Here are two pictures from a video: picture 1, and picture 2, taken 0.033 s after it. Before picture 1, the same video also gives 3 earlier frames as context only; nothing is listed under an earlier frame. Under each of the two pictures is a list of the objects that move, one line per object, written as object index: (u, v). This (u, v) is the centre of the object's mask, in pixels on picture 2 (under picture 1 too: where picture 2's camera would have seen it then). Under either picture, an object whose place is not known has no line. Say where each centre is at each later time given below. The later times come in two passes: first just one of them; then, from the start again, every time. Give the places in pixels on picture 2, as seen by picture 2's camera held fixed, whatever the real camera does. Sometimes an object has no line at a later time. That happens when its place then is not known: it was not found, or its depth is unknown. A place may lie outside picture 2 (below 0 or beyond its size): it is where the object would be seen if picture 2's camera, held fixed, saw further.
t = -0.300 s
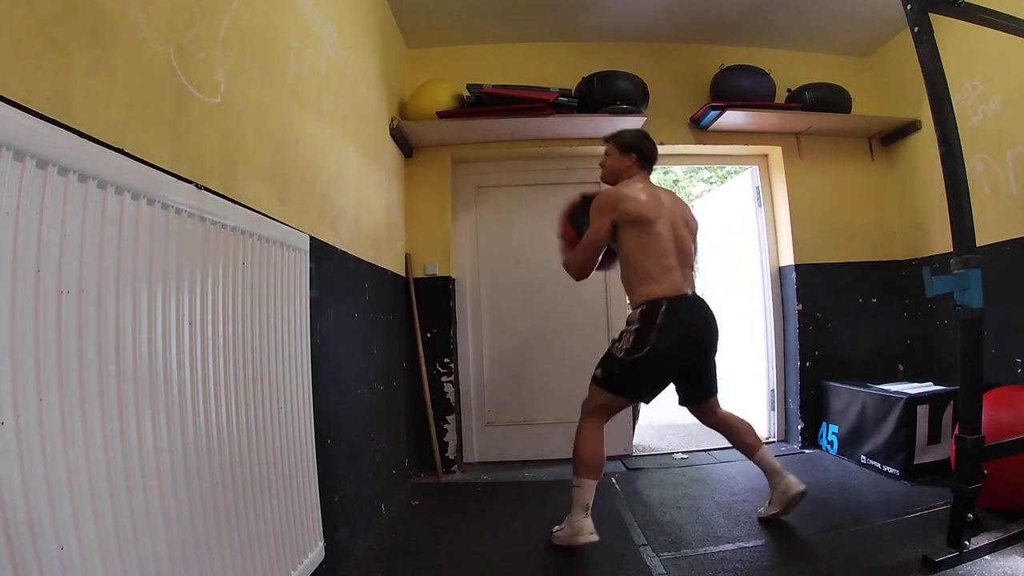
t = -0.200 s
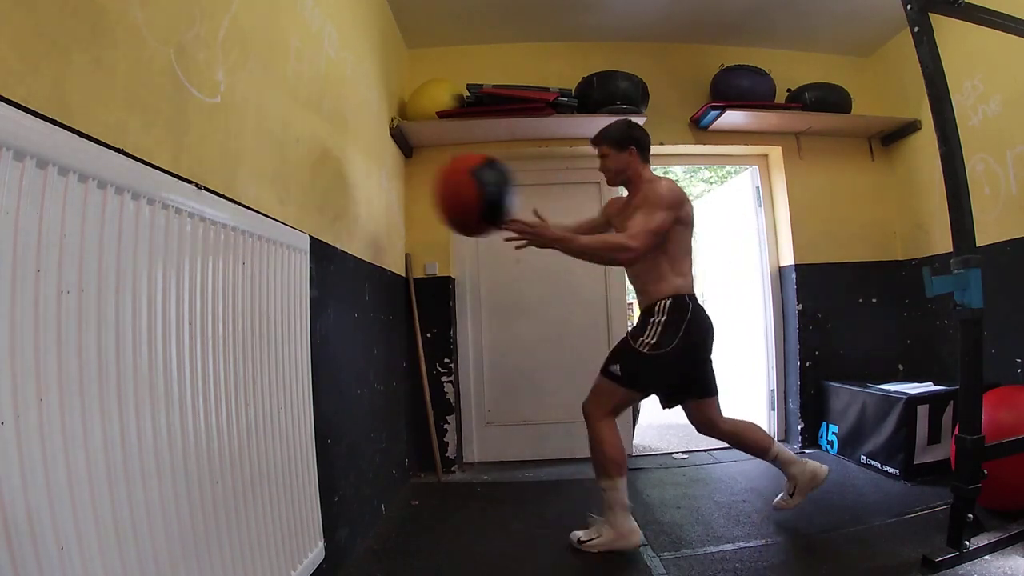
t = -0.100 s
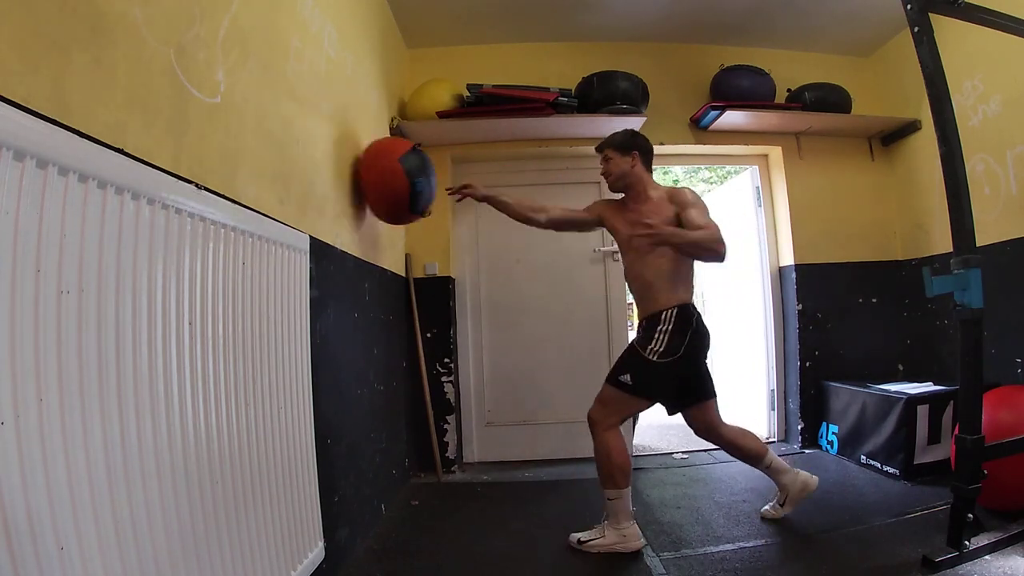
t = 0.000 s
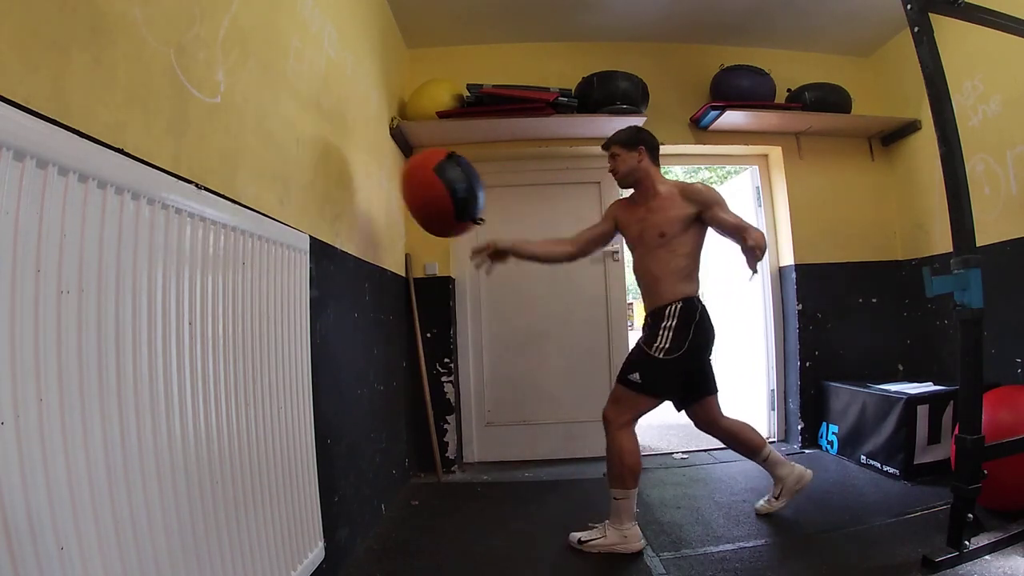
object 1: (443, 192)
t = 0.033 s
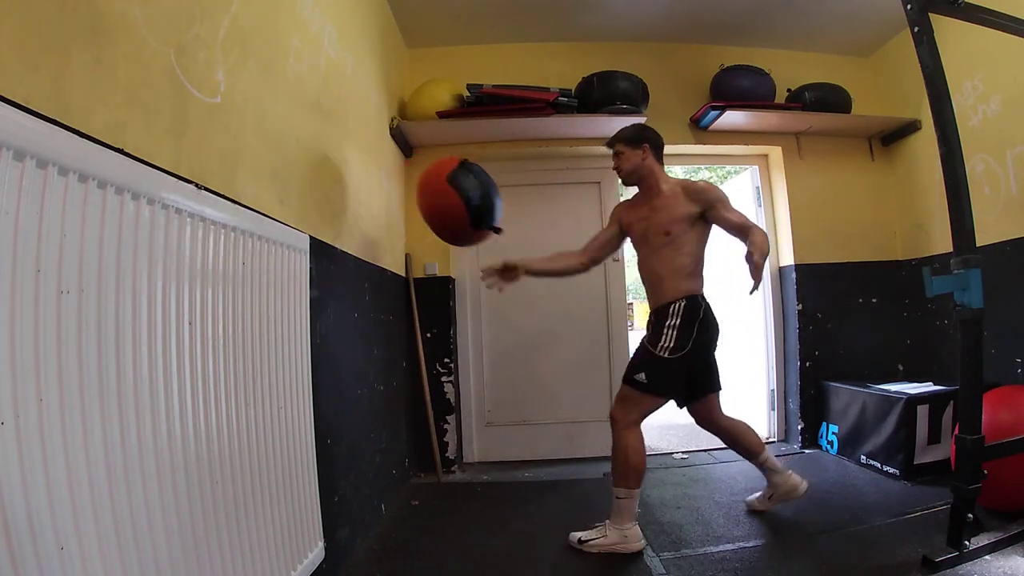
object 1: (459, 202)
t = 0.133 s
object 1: (510, 245)
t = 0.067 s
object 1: (476, 213)
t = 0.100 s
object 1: (493, 228)
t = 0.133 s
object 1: (510, 245)
